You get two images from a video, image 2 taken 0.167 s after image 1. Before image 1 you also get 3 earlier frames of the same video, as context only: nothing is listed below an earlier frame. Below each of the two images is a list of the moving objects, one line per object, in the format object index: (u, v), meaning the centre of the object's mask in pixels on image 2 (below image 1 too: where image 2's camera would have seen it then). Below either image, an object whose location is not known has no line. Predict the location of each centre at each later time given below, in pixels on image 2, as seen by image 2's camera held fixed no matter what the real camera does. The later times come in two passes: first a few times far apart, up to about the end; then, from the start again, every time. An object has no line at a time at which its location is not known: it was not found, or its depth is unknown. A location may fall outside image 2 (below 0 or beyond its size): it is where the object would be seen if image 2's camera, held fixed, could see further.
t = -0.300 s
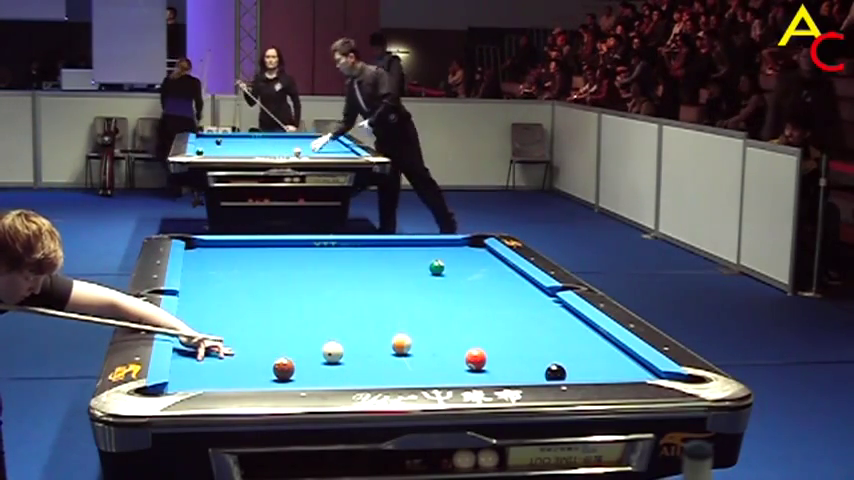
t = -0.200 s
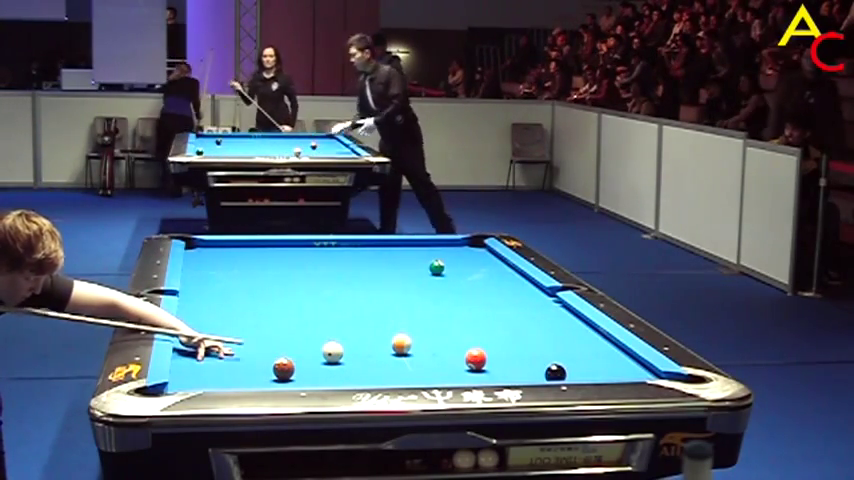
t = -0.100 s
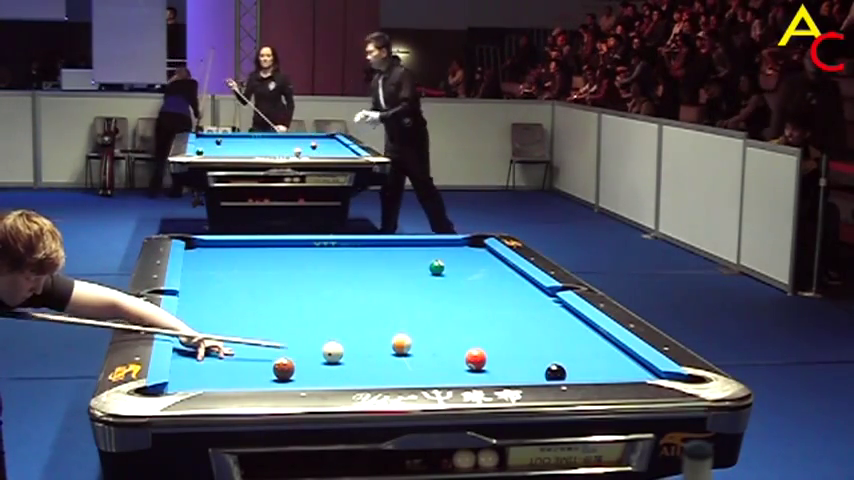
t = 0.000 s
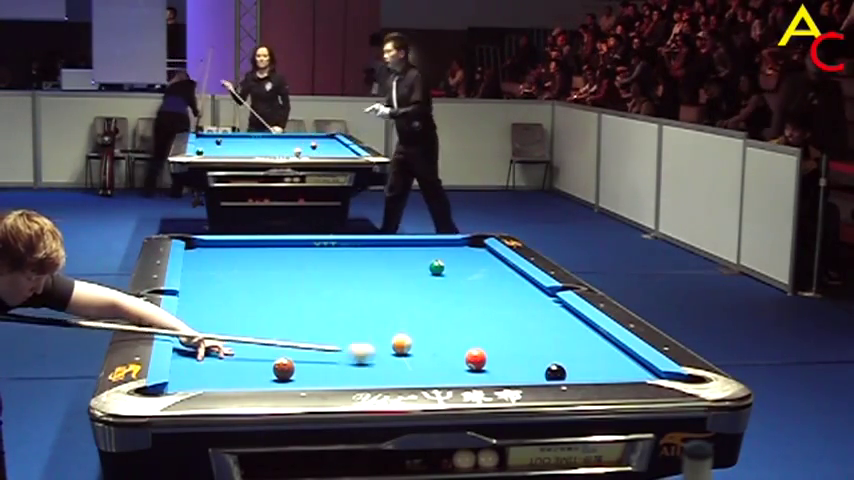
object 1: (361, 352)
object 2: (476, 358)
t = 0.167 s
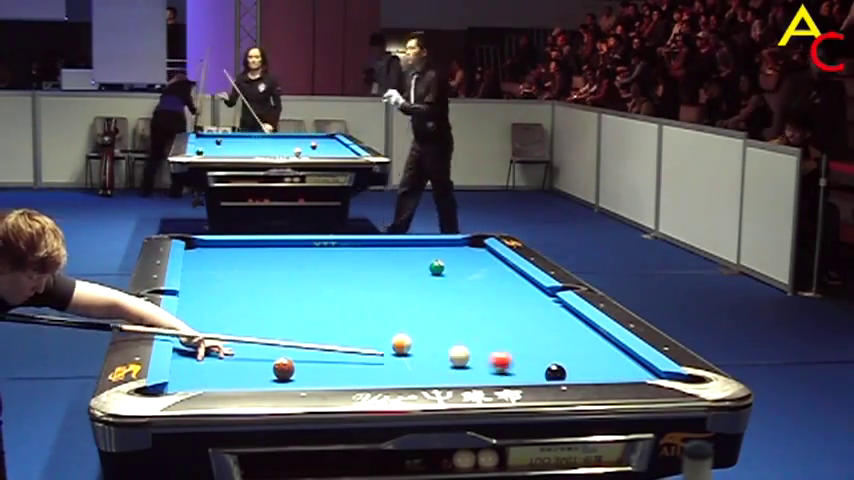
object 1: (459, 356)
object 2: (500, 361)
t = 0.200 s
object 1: (463, 354)
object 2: (520, 363)
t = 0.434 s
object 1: (508, 350)
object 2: (638, 371)
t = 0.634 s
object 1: (547, 347)
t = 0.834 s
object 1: (583, 343)
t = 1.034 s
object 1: (601, 340)
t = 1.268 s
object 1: (570, 337)
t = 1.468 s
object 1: (545, 334)
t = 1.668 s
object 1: (522, 331)
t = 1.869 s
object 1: (500, 329)
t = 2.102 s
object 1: (476, 326)
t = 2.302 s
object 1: (456, 324)
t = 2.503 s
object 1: (438, 322)
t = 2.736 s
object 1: (418, 320)
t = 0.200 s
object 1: (463, 354)
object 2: (520, 363)
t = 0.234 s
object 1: (468, 354)
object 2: (538, 364)
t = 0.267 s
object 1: (474, 353)
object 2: (558, 361)
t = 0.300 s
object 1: (481, 352)
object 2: (575, 367)
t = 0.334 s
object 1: (488, 352)
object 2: (591, 368)
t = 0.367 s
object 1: (495, 351)
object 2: (607, 369)
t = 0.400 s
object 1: (501, 350)
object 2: (622, 370)
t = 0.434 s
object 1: (508, 350)
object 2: (638, 371)
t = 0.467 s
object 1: (515, 349)
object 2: (652, 372)
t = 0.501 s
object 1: (521, 349)
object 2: (668, 374)
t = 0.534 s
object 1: (527, 348)
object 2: (683, 378)
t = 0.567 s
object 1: (534, 347)
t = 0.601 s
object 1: (541, 347)
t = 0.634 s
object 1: (547, 347)
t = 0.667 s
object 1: (553, 346)
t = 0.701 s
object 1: (559, 345)
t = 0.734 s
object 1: (565, 345)
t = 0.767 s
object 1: (571, 344)
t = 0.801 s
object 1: (577, 344)
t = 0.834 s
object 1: (583, 343)
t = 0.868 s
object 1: (589, 343)
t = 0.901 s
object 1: (595, 342)
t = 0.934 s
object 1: (601, 341)
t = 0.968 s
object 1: (607, 341)
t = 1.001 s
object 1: (605, 340)
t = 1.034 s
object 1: (601, 340)
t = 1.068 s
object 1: (596, 339)
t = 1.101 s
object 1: (592, 339)
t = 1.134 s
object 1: (587, 339)
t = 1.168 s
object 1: (583, 338)
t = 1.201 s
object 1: (578, 337)
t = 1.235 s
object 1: (574, 337)
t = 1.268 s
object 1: (570, 337)
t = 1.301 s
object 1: (566, 336)
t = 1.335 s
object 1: (562, 335)
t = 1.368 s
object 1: (558, 335)
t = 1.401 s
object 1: (553, 335)
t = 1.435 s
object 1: (549, 334)
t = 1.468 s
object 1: (545, 334)
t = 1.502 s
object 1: (541, 333)
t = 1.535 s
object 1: (537, 333)
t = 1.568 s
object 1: (533, 333)
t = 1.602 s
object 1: (529, 332)
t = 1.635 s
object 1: (526, 332)
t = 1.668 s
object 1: (522, 331)
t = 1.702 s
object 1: (518, 331)
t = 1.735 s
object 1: (514, 330)
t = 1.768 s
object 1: (510, 330)
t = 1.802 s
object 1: (507, 330)
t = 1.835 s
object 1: (503, 329)
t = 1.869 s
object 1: (500, 329)
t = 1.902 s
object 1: (496, 328)
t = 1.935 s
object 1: (493, 328)
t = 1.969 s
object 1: (489, 328)
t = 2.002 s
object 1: (486, 327)
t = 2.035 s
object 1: (482, 327)
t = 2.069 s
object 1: (479, 327)
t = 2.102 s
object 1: (476, 326)
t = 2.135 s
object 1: (472, 326)
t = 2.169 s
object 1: (469, 325)
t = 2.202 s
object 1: (466, 325)
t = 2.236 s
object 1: (462, 324)
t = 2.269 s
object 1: (459, 324)
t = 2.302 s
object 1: (456, 324)
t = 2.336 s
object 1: (453, 324)
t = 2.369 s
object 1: (450, 323)
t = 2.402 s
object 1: (447, 323)
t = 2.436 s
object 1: (444, 323)
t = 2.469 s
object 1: (441, 322)
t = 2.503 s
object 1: (438, 322)
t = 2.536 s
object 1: (435, 322)
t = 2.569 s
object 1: (432, 321)
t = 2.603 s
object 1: (429, 321)
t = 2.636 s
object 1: (426, 321)
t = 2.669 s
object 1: (423, 320)
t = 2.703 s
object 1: (421, 320)
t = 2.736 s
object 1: (418, 320)
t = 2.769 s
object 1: (415, 319)
